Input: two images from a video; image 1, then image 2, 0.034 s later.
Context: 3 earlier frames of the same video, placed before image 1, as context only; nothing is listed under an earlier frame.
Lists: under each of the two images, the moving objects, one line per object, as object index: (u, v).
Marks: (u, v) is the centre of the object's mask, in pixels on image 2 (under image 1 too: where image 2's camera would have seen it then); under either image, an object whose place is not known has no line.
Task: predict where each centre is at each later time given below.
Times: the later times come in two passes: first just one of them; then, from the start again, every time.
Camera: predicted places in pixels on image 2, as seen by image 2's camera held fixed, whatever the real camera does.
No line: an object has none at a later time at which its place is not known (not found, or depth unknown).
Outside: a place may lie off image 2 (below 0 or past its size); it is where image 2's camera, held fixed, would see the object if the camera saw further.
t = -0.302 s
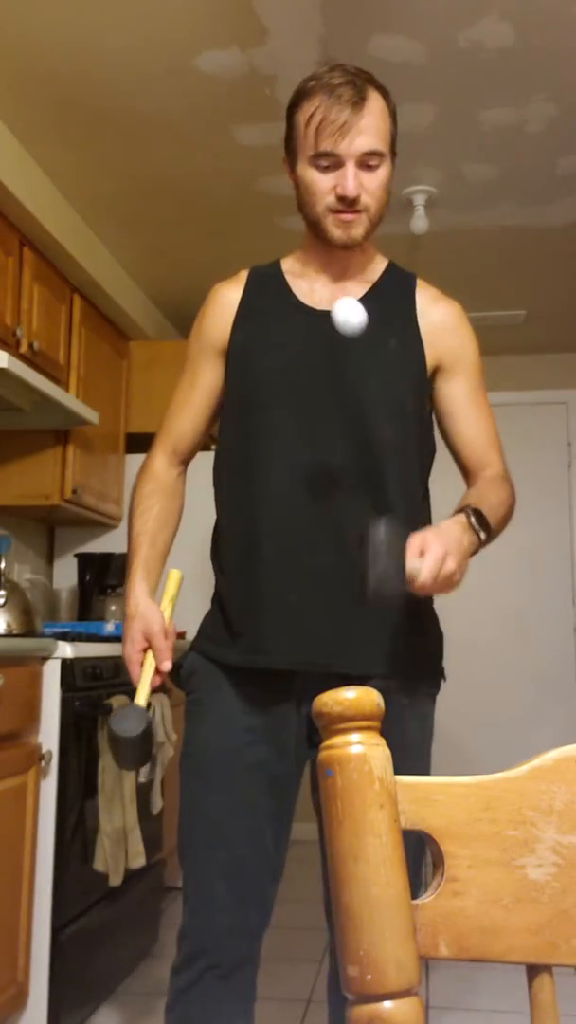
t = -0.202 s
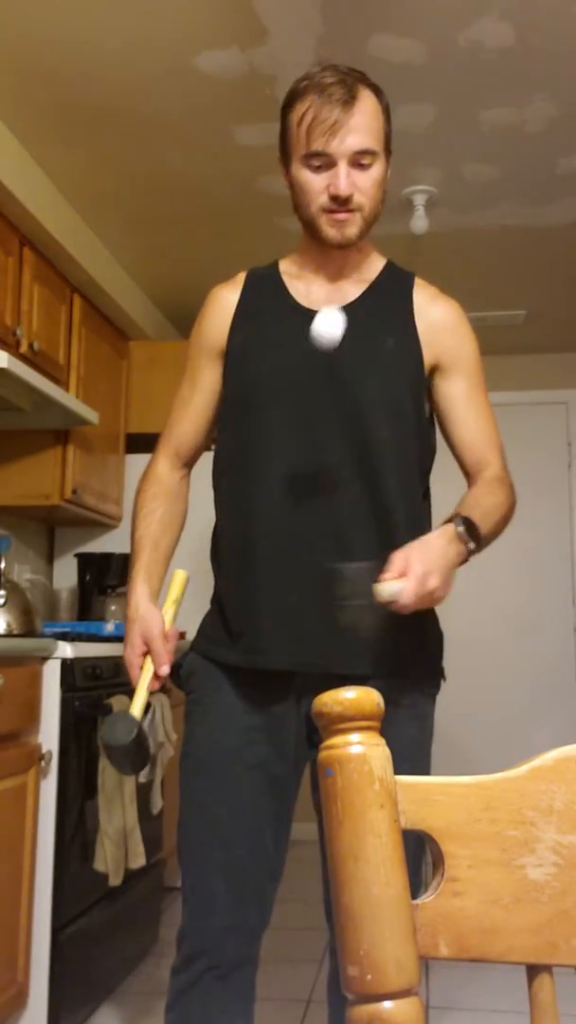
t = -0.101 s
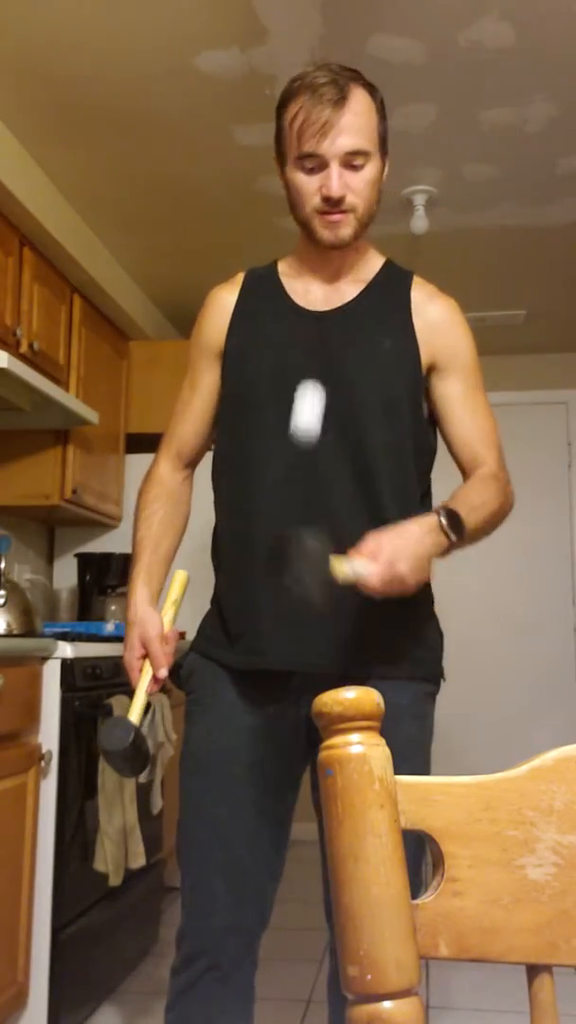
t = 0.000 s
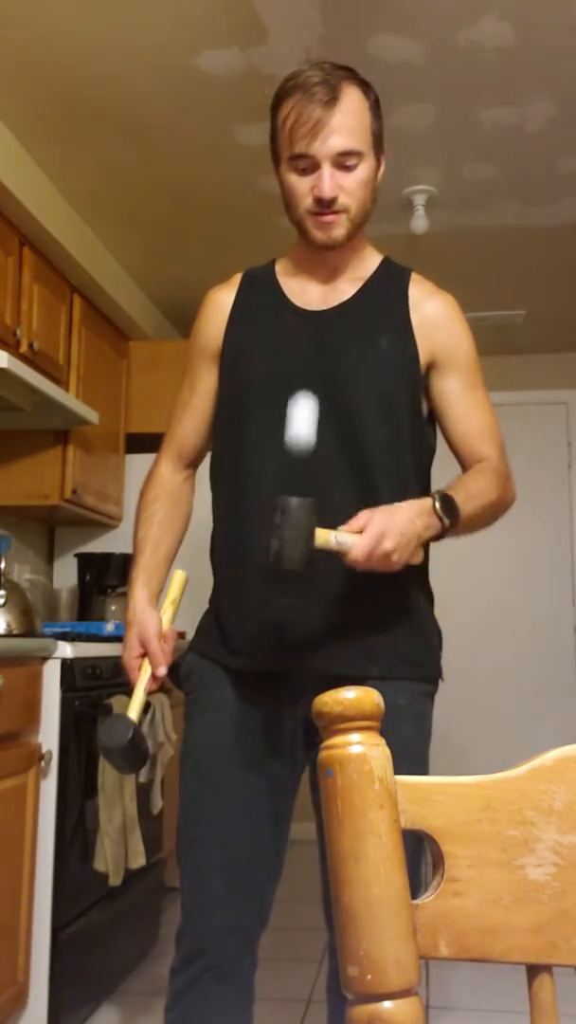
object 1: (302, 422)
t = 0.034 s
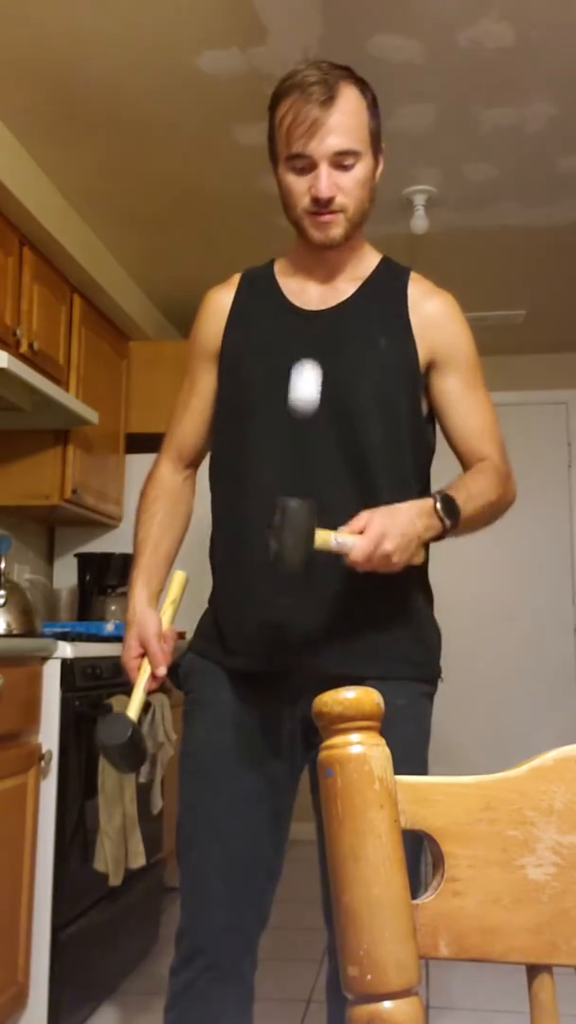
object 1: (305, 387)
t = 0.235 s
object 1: (326, 353)
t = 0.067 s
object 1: (308, 361)
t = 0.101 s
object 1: (312, 342)
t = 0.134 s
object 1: (315, 333)
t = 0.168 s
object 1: (319, 331)
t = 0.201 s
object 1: (322, 338)
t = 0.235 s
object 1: (326, 353)
